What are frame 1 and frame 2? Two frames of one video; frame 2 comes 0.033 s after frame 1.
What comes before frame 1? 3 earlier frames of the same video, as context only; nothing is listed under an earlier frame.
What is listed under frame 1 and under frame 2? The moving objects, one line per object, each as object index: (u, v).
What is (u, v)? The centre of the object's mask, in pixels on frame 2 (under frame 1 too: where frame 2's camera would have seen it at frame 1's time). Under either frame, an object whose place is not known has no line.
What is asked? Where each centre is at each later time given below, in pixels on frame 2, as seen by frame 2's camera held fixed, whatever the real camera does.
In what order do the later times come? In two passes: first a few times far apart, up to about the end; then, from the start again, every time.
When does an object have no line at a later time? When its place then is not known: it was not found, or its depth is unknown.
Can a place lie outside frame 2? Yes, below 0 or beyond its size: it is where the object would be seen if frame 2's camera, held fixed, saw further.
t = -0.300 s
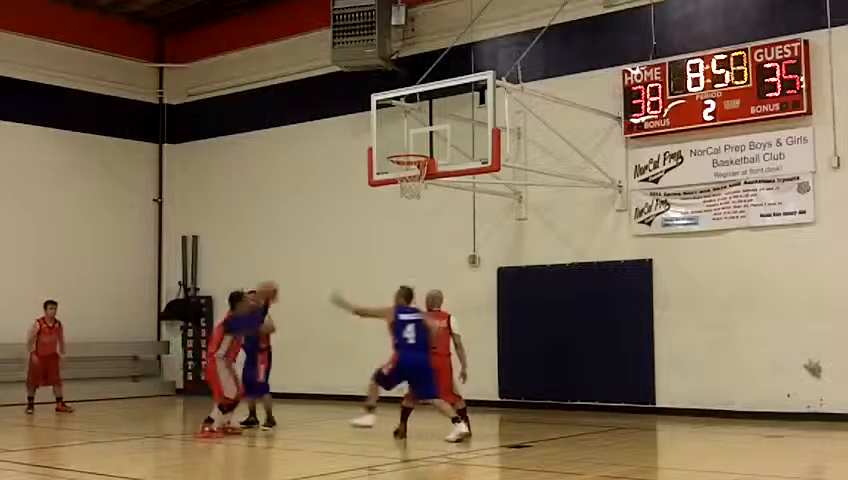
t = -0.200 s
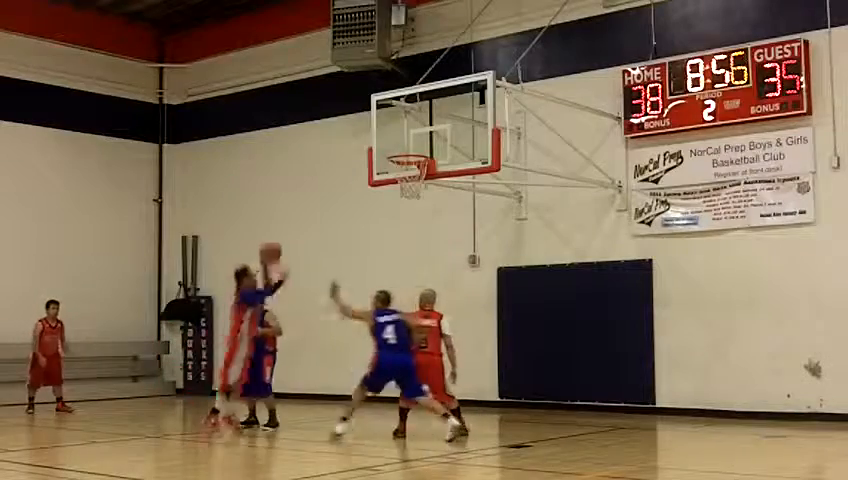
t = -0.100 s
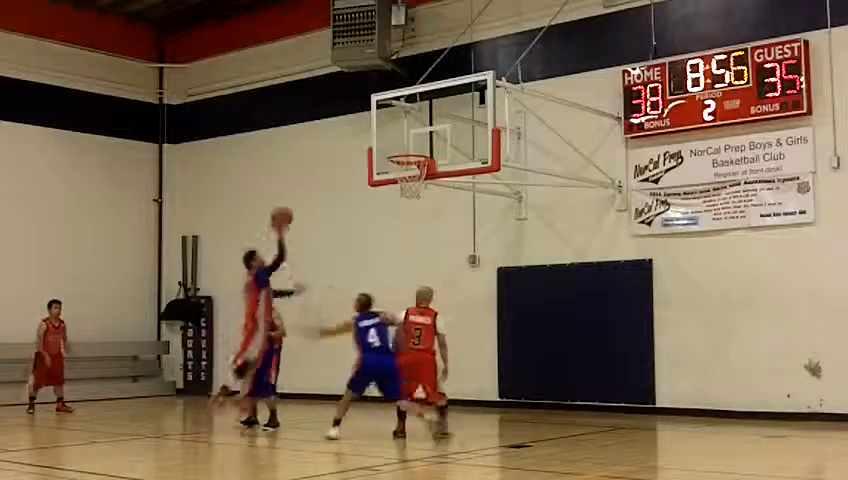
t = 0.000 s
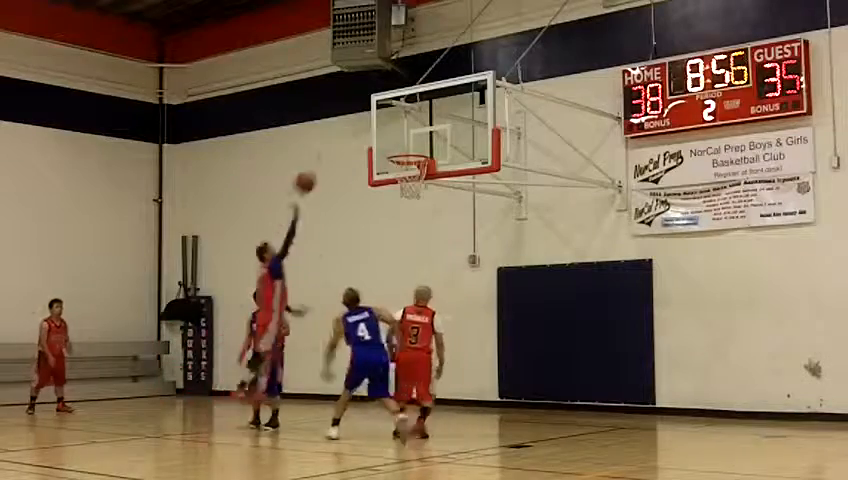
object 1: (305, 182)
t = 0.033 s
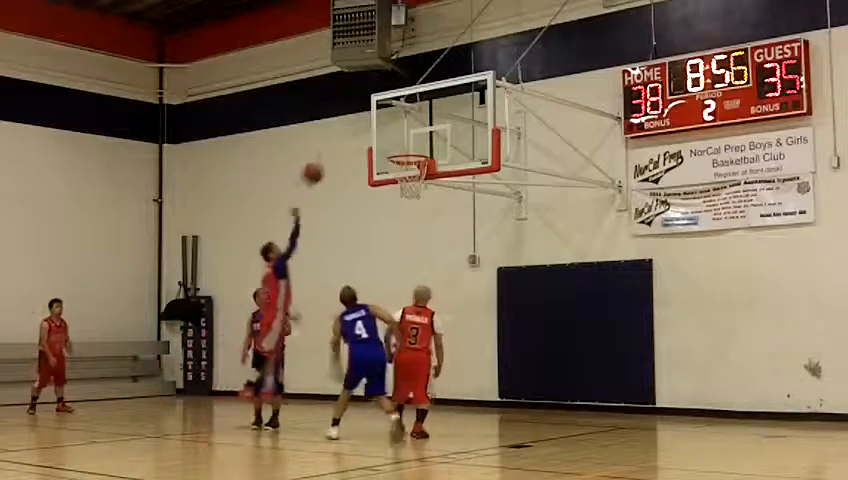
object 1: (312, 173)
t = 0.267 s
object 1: (367, 133)
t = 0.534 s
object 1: (415, 143)
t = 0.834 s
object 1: (398, 171)
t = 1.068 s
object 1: (404, 189)
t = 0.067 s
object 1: (321, 164)
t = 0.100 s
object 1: (329, 156)
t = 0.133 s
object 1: (337, 149)
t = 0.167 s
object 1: (344, 144)
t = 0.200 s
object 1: (352, 139)
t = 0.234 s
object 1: (359, 136)
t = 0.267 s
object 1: (367, 133)
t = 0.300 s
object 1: (374, 131)
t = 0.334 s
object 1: (383, 131)
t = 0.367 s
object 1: (391, 130)
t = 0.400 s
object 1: (398, 131)
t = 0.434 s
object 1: (405, 133)
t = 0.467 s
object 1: (413, 137)
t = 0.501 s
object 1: (417, 139)
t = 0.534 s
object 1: (415, 143)
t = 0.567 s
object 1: (412, 146)
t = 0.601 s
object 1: (410, 149)
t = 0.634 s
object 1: (408, 151)
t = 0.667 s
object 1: (405, 168)
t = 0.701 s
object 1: (403, 172)
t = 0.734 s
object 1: (401, 174)
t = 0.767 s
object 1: (400, 173)
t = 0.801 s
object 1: (398, 171)
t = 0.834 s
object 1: (398, 171)
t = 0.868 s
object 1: (398, 171)
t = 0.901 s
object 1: (398, 173)
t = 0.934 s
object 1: (399, 174)
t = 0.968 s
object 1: (400, 179)
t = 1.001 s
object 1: (401, 184)
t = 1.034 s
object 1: (403, 186)
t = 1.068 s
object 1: (404, 189)
